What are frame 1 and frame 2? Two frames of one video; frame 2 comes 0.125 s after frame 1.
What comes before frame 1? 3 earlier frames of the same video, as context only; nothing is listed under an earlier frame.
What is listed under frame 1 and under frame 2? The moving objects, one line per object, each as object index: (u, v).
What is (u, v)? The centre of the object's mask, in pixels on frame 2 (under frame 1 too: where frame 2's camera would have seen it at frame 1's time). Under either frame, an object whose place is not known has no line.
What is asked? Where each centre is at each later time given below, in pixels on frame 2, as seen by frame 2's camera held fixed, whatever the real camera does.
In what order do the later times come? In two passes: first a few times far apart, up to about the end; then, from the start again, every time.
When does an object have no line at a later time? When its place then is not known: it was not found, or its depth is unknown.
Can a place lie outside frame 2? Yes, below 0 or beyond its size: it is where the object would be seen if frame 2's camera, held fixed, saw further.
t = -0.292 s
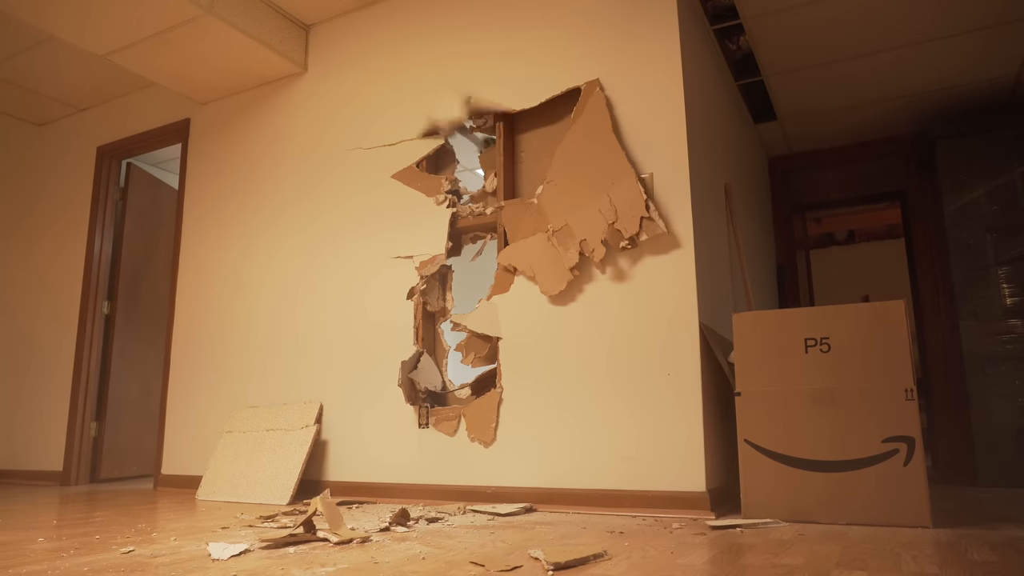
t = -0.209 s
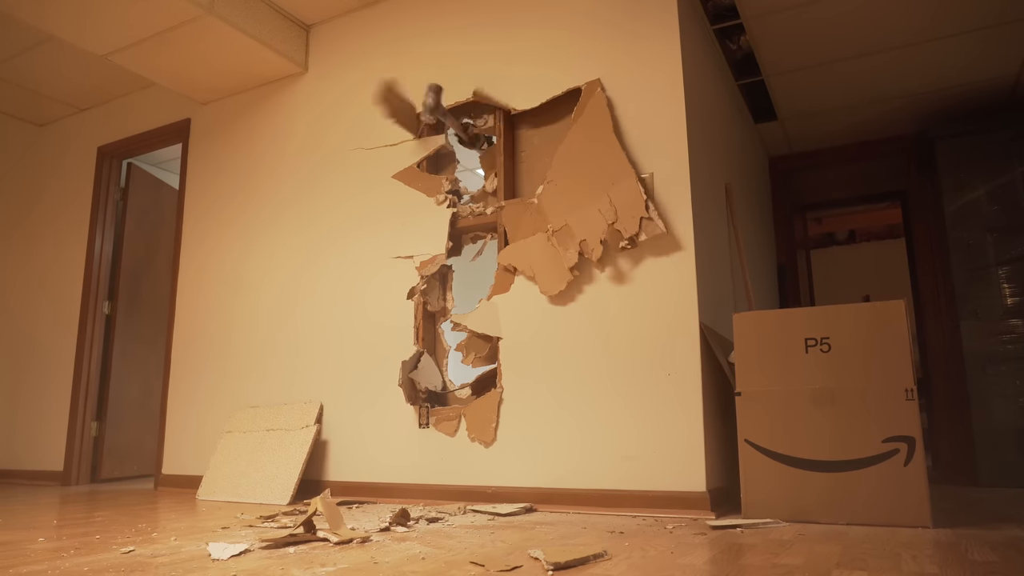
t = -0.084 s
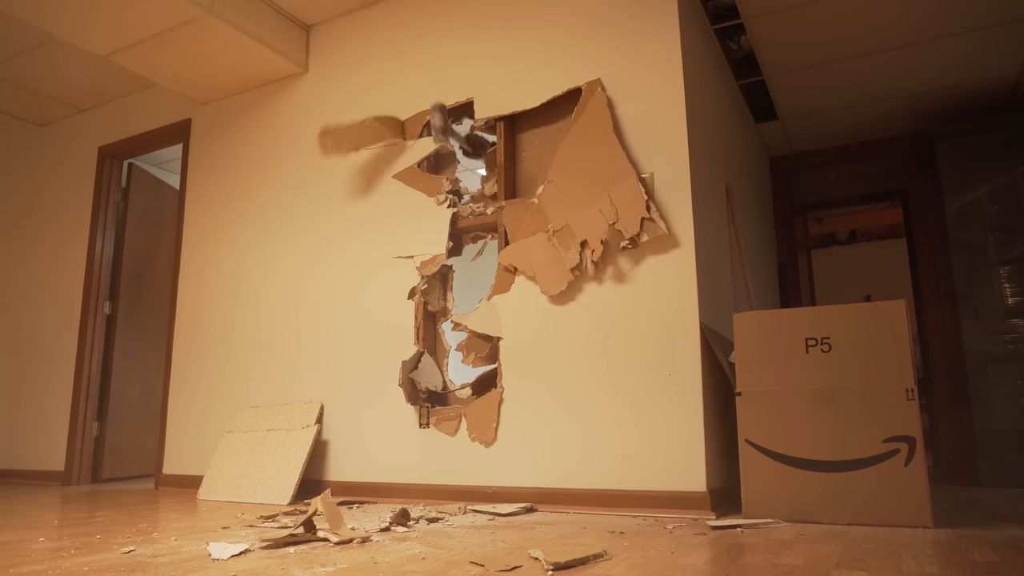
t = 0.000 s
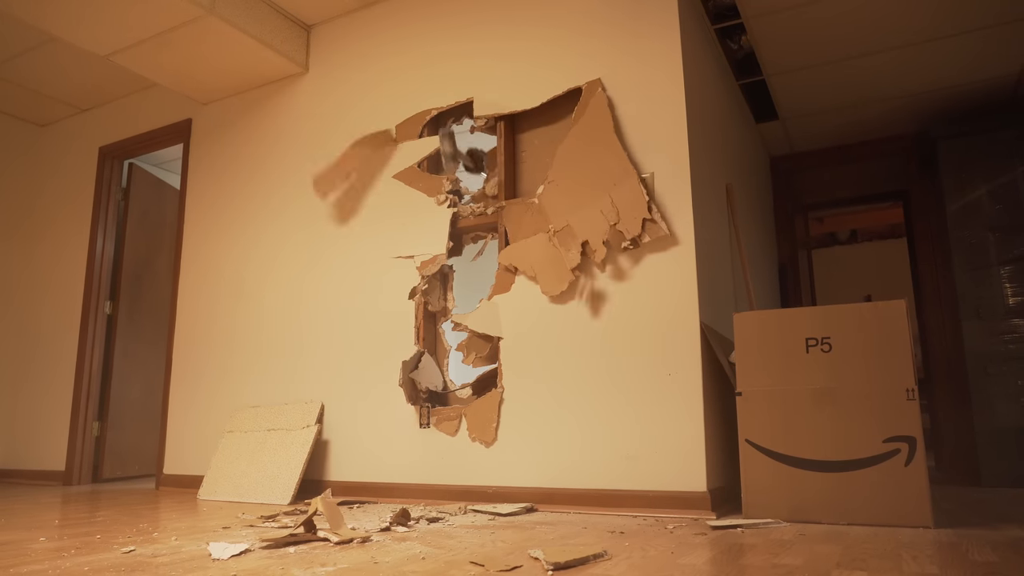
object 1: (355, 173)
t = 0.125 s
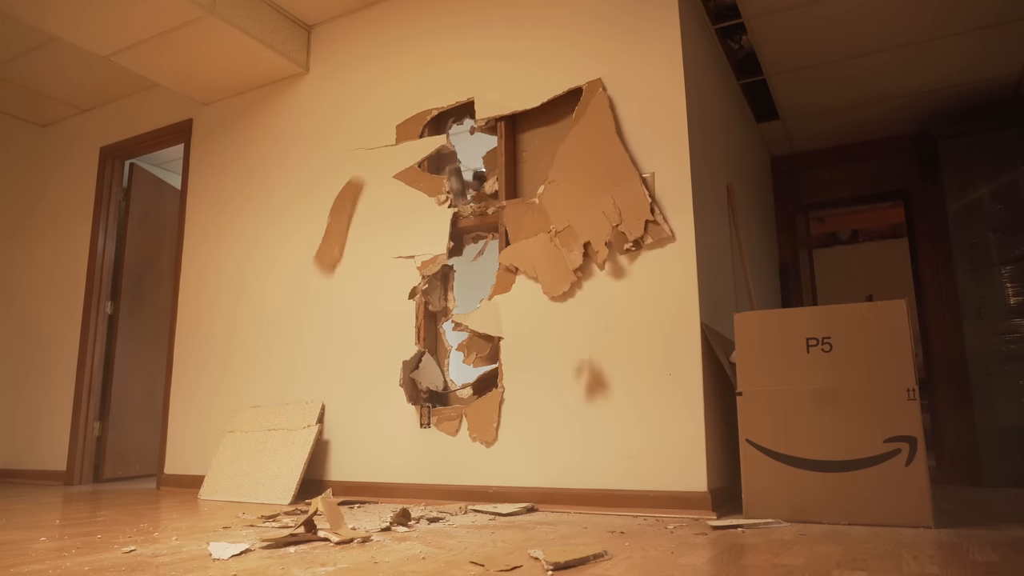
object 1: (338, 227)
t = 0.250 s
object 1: (313, 313)
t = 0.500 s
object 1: (290, 387)
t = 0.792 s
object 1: (291, 388)
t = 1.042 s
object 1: (291, 388)
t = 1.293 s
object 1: (291, 388)
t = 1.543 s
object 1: (291, 388)
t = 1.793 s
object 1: (291, 388)
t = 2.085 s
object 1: (291, 388)
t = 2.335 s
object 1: (291, 388)
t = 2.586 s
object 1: (291, 388)
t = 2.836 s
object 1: (291, 387)
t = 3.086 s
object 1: (291, 388)
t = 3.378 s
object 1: (291, 388)
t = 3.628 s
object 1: (291, 388)
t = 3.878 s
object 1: (291, 388)
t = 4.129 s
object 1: (291, 388)
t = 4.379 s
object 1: (291, 388)
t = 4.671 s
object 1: (291, 388)
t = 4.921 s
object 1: (291, 387)
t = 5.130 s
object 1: (291, 388)
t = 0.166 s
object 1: (330, 252)
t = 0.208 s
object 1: (321, 281)
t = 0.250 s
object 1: (313, 313)
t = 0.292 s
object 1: (304, 350)
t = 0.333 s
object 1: (294, 382)
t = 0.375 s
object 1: (290, 386)
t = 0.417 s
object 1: (290, 388)
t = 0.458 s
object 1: (290, 388)
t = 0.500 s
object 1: (290, 387)
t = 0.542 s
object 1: (291, 387)
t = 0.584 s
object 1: (291, 387)
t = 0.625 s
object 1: (291, 387)
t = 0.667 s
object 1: (291, 388)
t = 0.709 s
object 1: (291, 388)
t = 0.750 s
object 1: (291, 388)
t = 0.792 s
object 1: (291, 388)
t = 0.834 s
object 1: (291, 388)
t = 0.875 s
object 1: (291, 388)
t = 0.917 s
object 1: (291, 388)
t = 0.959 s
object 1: (291, 388)
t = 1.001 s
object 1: (291, 388)
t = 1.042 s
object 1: (291, 388)
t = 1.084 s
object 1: (291, 388)
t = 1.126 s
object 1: (291, 388)
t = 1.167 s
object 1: (291, 388)
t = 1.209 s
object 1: (291, 388)
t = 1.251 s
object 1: (291, 387)
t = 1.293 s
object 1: (291, 388)
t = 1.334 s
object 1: (291, 388)
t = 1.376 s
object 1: (291, 388)
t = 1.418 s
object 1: (291, 388)
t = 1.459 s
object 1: (291, 388)
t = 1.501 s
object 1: (291, 388)
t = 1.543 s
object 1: (291, 388)
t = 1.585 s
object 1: (291, 388)
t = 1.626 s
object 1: (291, 388)
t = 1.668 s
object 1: (291, 388)
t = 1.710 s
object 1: (291, 388)
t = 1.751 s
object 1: (291, 388)
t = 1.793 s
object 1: (291, 388)
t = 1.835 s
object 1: (291, 388)
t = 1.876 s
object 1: (291, 388)
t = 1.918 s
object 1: (291, 388)
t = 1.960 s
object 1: (291, 388)
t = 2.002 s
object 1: (291, 387)
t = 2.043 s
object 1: (291, 388)
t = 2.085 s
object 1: (291, 388)
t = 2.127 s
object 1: (291, 388)
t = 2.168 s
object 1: (291, 388)
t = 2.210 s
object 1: (291, 388)
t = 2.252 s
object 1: (291, 388)
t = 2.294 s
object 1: (291, 388)
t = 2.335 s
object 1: (291, 388)
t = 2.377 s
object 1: (291, 388)
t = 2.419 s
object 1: (291, 388)
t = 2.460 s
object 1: (291, 388)
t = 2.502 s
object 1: (291, 388)
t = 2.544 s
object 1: (291, 387)
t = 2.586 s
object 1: (291, 388)
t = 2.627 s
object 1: (291, 388)
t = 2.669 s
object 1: (291, 388)
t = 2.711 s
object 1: (291, 388)
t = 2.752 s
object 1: (291, 388)
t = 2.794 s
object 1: (291, 388)
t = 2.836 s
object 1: (291, 387)
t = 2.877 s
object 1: (291, 388)
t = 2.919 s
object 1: (291, 388)
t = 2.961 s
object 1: (291, 388)
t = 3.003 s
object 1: (291, 388)
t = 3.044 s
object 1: (291, 388)
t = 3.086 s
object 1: (291, 388)
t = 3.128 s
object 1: (291, 388)
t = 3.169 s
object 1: (291, 387)
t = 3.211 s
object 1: (291, 388)
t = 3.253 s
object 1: (291, 388)
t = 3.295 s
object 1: (291, 388)
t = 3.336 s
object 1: (291, 388)
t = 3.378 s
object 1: (291, 388)
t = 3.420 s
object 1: (291, 388)
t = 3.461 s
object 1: (291, 388)
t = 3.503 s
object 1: (291, 388)
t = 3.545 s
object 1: (291, 388)
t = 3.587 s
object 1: (291, 388)
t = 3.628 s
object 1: (291, 388)
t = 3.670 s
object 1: (291, 388)
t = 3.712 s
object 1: (291, 388)
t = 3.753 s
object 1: (291, 388)
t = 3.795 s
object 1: (291, 388)
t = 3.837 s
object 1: (291, 388)
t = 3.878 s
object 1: (291, 388)
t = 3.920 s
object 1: (291, 388)
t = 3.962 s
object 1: (291, 388)
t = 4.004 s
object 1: (291, 388)
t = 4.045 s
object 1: (291, 388)
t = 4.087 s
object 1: (291, 388)
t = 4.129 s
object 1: (291, 388)
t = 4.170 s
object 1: (291, 388)
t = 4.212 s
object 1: (291, 388)
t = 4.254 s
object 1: (291, 388)
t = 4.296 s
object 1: (291, 388)
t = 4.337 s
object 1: (291, 388)
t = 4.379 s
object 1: (291, 388)
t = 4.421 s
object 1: (291, 388)
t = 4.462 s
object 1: (291, 388)
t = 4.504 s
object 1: (291, 388)
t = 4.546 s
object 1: (291, 388)
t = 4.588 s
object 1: (291, 388)
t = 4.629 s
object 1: (291, 388)
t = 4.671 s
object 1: (291, 388)
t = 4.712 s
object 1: (291, 388)
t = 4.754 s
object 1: (291, 388)
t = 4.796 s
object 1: (291, 388)
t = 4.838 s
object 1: (291, 388)
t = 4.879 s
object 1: (291, 388)
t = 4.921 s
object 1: (291, 387)
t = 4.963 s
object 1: (291, 387)
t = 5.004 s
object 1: (291, 388)
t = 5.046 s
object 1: (291, 388)
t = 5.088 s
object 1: (291, 388)
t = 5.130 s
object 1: (291, 388)
